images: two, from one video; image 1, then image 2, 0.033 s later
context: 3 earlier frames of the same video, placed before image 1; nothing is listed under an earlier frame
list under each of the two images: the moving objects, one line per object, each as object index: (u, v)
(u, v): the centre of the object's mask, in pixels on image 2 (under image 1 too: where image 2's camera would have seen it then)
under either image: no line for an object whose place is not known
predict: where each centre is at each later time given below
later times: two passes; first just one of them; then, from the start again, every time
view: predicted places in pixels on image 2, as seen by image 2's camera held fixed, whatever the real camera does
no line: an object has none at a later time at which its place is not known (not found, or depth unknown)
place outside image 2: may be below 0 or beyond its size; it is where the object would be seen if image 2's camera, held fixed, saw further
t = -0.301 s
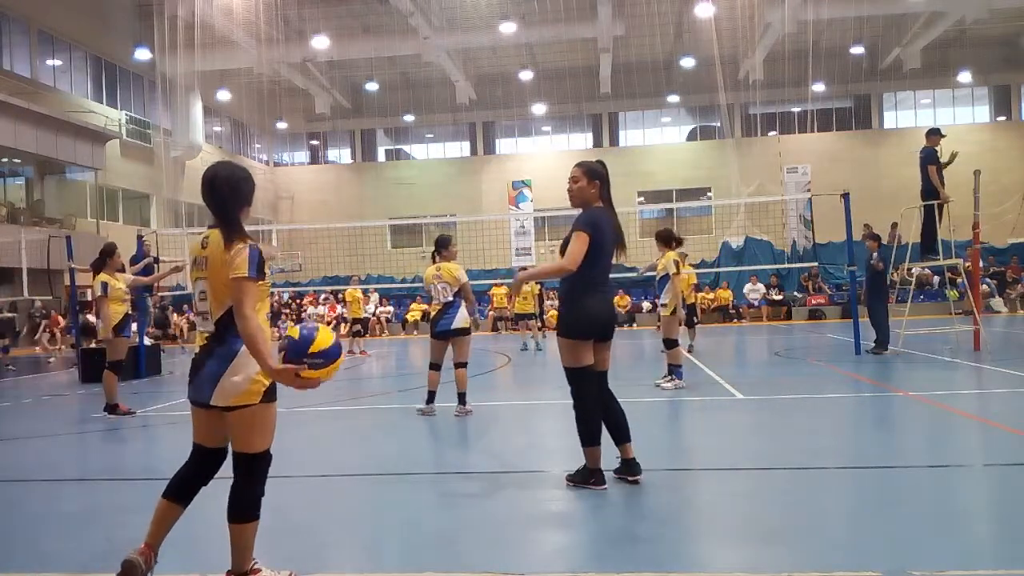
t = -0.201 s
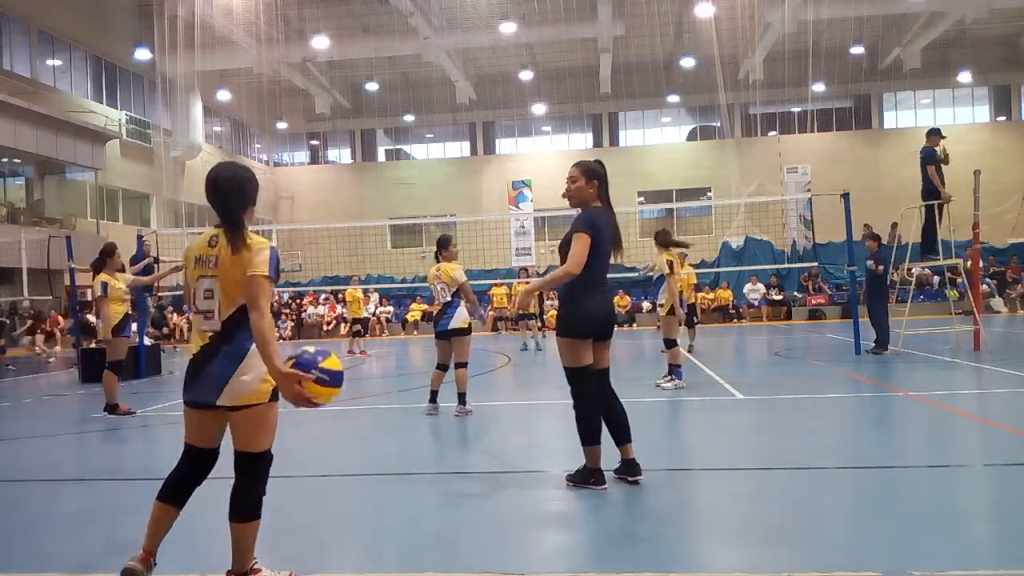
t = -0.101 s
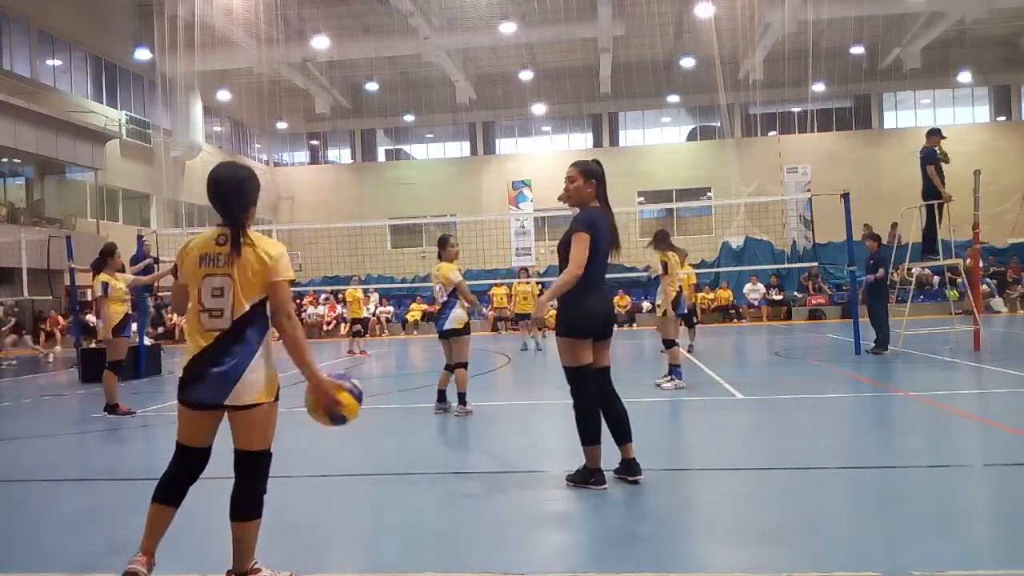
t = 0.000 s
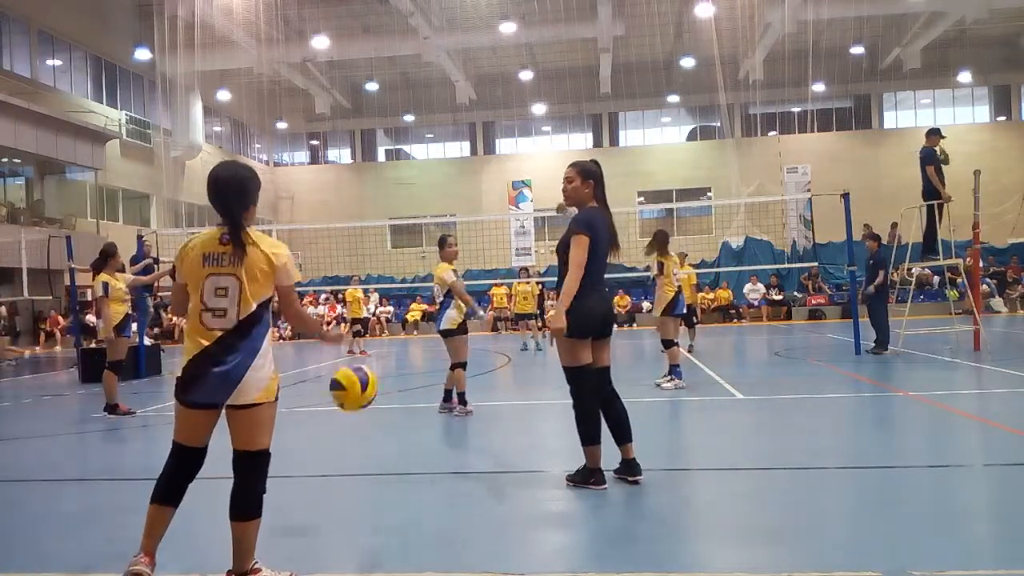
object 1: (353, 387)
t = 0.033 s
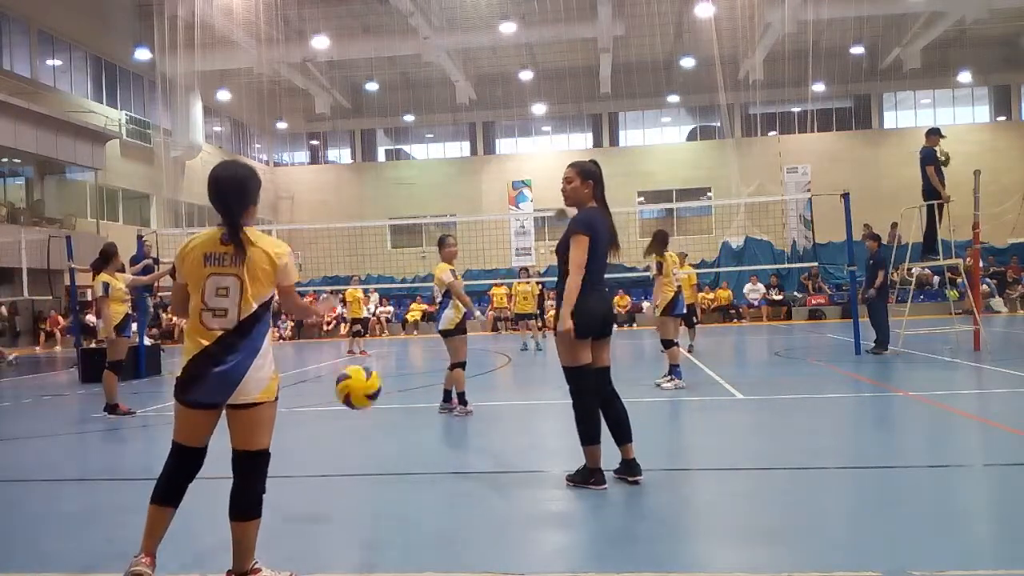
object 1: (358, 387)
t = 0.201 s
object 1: (376, 413)
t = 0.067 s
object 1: (362, 388)
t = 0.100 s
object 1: (365, 392)
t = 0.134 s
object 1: (369, 397)
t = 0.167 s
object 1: (373, 405)
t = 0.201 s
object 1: (376, 413)
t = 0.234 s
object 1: (379, 422)
